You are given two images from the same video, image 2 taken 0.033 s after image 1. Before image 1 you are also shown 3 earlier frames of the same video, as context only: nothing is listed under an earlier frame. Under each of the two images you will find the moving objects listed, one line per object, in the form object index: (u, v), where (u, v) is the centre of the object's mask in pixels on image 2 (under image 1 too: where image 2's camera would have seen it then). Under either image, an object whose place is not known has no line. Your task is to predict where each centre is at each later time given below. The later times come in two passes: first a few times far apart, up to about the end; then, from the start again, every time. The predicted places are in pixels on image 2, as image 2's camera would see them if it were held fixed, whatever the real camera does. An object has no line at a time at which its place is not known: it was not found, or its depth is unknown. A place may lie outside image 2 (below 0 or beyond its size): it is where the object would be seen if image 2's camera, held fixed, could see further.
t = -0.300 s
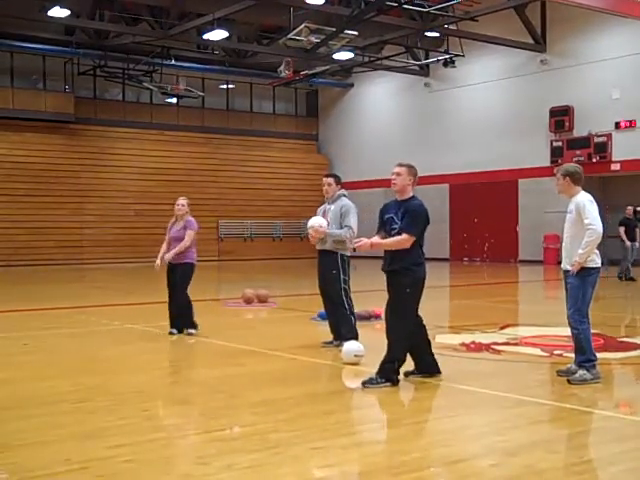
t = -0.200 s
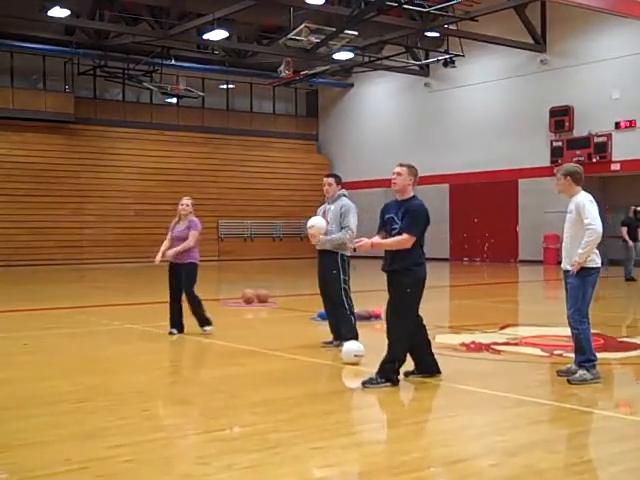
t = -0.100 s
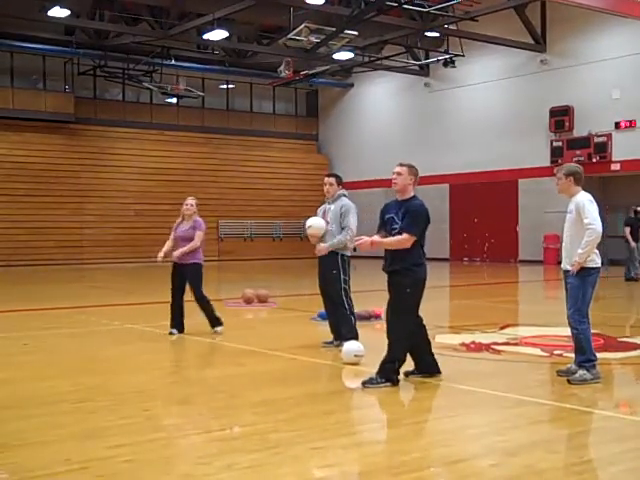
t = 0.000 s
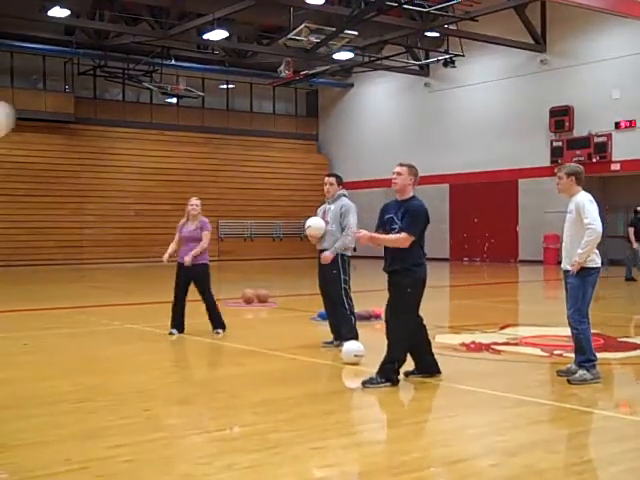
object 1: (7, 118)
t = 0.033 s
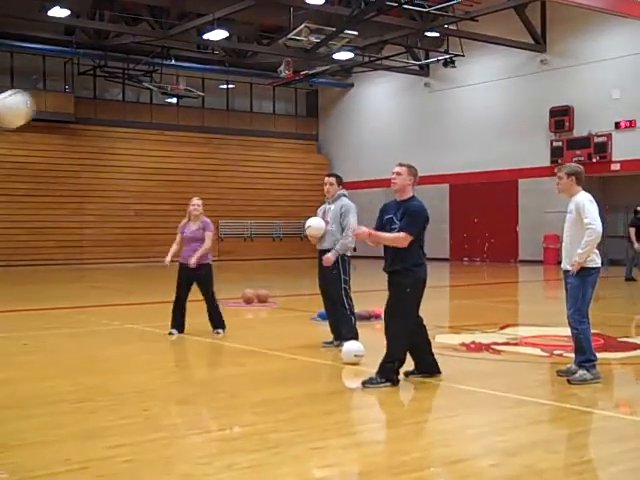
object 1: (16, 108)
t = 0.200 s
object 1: (104, 81)
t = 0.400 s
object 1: (203, 104)
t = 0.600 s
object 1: (288, 180)
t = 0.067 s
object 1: (31, 100)
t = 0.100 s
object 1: (50, 92)
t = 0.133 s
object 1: (68, 87)
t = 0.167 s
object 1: (87, 83)
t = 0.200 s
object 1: (104, 81)
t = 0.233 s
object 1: (122, 81)
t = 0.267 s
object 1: (139, 82)
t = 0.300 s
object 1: (155, 85)
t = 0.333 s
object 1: (172, 90)
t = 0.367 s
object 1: (188, 96)
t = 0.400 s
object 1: (203, 104)
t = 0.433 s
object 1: (218, 113)
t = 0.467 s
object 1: (233, 124)
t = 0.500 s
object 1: (247, 136)
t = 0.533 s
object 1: (260, 149)
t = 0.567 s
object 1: (274, 164)
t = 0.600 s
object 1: (288, 180)
